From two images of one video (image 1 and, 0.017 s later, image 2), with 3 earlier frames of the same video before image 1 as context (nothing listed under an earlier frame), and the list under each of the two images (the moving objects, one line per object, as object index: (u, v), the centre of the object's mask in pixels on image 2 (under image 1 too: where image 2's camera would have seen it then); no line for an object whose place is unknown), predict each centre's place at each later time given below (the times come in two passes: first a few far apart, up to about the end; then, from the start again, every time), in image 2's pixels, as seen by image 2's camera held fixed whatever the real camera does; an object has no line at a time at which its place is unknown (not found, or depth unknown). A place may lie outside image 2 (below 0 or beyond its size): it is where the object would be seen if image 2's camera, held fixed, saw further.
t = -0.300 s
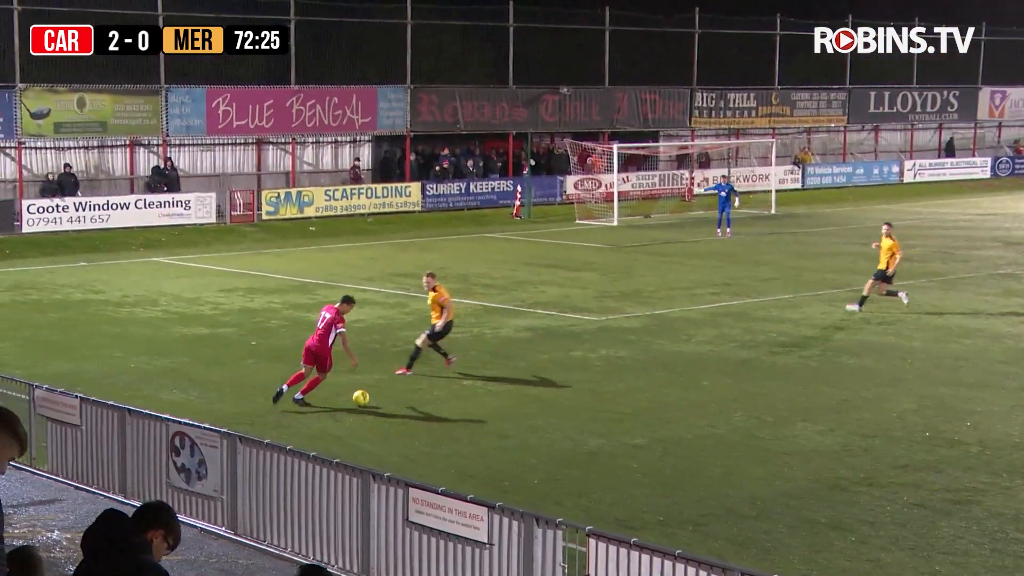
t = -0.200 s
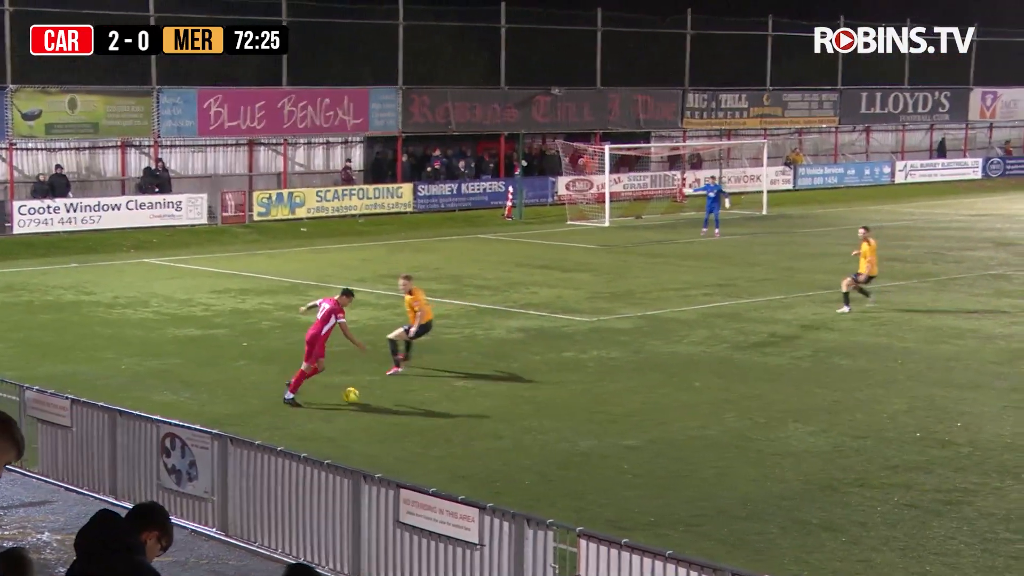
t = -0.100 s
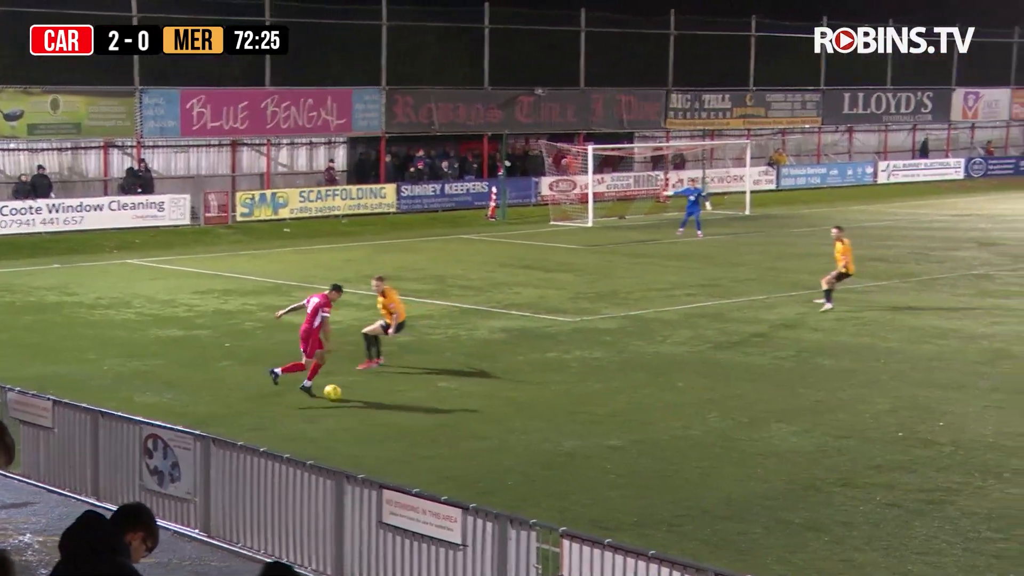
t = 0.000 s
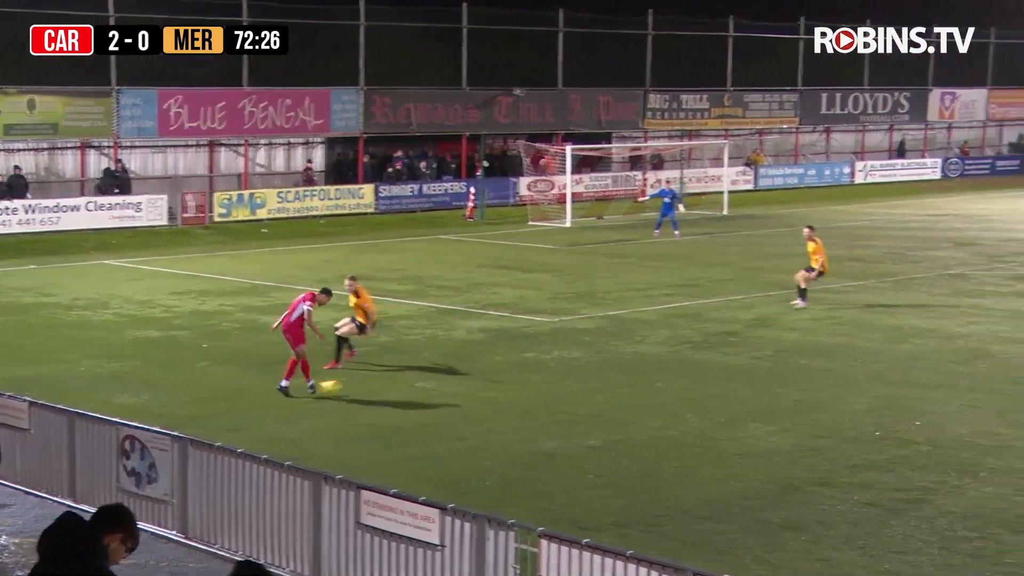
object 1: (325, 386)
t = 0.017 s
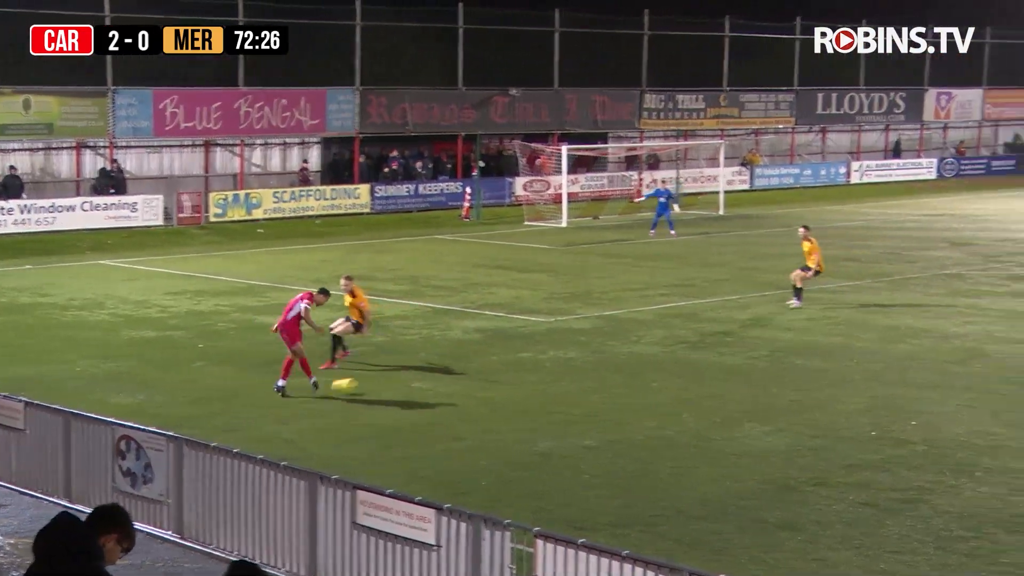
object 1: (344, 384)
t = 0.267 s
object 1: (601, 361)
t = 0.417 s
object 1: (723, 348)
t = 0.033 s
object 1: (364, 383)
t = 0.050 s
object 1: (383, 382)
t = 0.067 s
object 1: (402, 380)
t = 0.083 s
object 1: (420, 378)
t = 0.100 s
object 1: (438, 376)
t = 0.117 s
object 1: (456, 375)
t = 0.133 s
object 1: (474, 373)
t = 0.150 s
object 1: (491, 371)
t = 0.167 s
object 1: (507, 368)
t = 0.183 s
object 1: (524, 367)
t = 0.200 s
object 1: (540, 366)
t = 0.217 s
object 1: (556, 365)
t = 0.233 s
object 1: (572, 364)
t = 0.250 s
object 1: (586, 363)
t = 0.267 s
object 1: (601, 361)
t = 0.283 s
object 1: (615, 359)
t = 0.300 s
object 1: (629, 357)
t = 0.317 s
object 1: (643, 355)
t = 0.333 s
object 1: (657, 353)
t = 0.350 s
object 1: (670, 352)
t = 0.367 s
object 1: (684, 350)
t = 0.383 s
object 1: (697, 350)
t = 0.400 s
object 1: (711, 349)
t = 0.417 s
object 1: (723, 348)
